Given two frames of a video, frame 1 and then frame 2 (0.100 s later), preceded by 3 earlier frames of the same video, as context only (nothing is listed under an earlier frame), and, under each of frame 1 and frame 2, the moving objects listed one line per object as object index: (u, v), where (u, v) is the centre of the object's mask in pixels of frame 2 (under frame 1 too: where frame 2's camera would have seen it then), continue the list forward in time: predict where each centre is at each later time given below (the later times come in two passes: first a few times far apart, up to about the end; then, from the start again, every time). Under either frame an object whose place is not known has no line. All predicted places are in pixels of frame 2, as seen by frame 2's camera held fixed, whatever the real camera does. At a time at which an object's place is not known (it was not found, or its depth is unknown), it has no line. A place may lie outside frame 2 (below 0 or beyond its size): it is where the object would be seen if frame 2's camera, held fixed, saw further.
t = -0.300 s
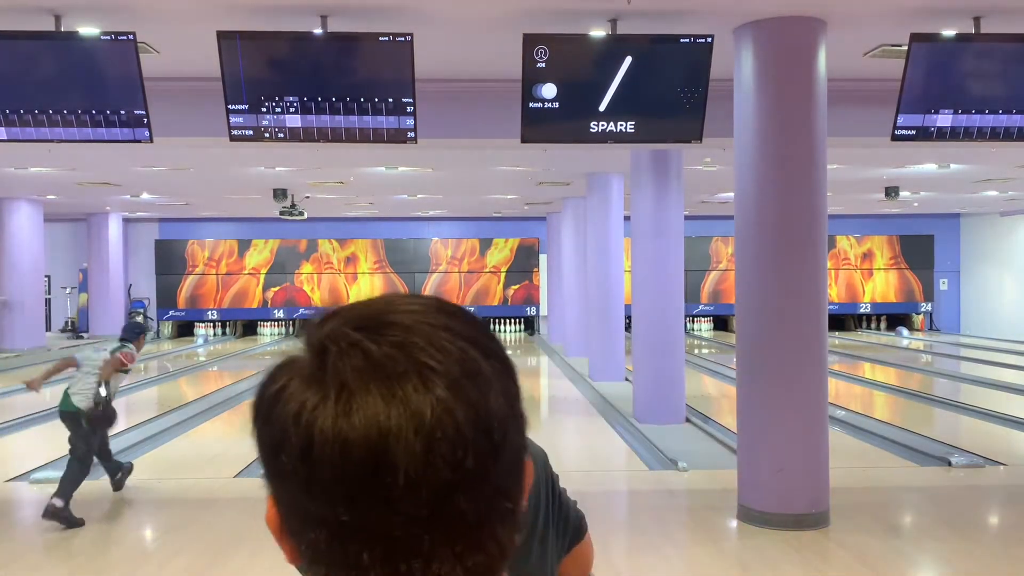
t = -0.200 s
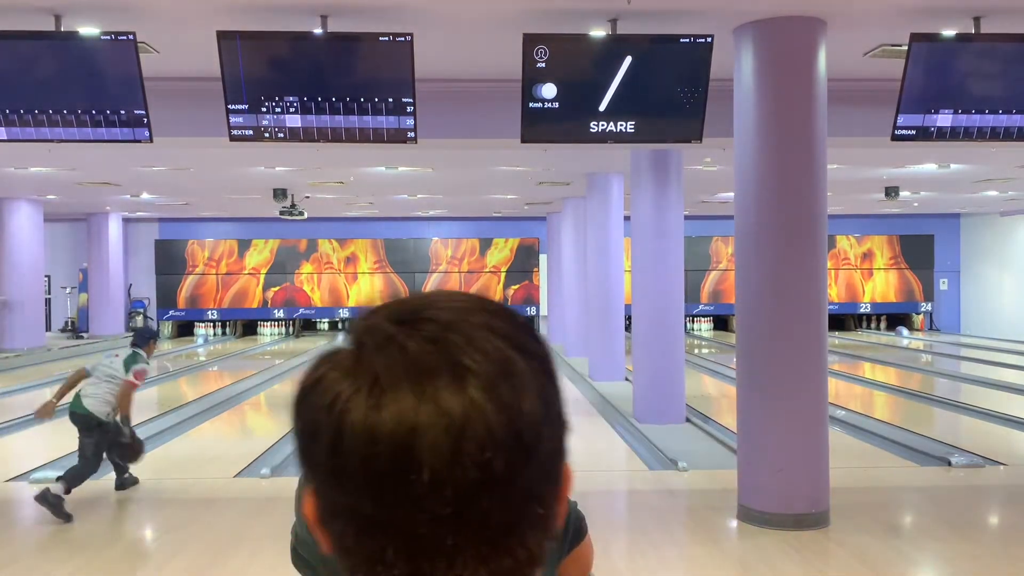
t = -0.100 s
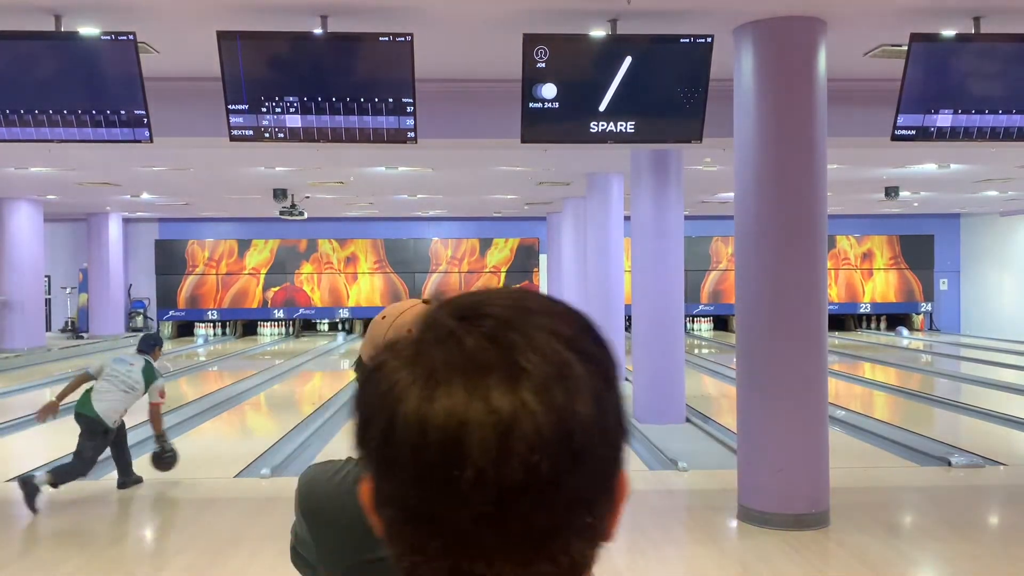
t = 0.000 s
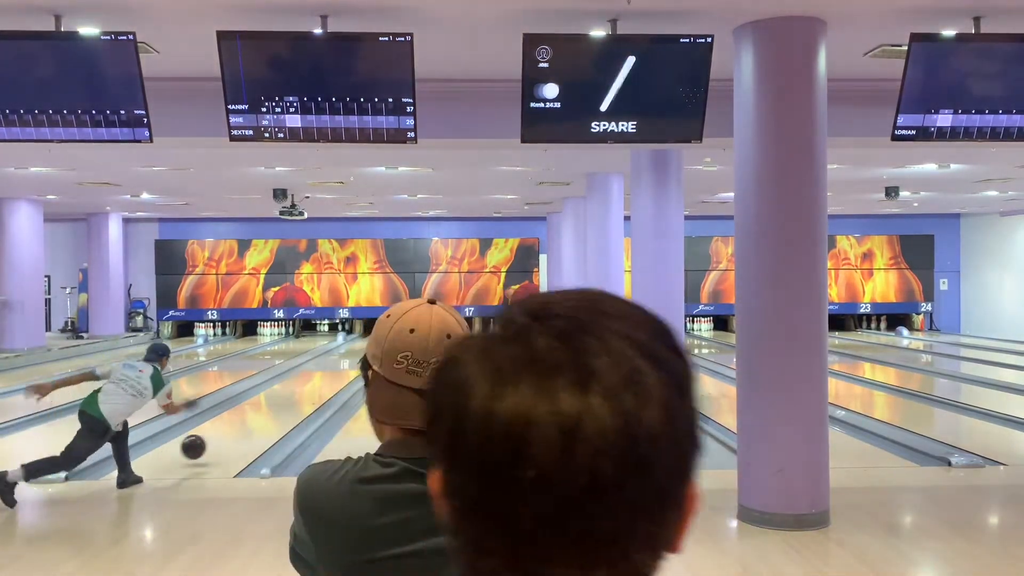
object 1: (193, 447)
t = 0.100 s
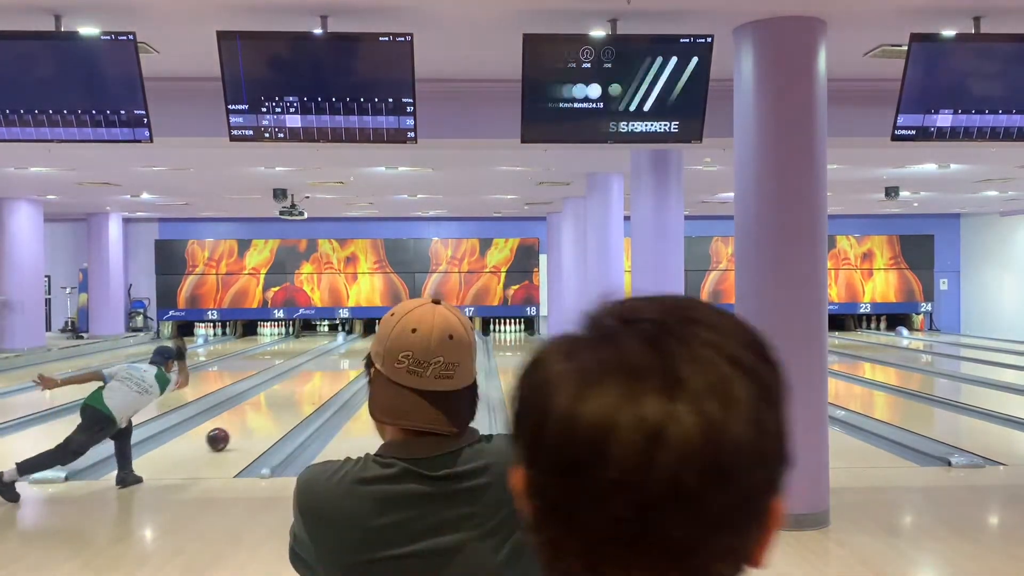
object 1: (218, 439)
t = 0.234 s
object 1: (245, 424)
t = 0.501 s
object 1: (286, 400)
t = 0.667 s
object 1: (306, 390)
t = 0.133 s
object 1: (225, 435)
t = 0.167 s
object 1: (232, 431)
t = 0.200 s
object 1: (238, 427)
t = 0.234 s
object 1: (245, 424)
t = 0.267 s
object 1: (251, 420)
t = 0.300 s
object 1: (257, 417)
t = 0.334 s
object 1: (262, 414)
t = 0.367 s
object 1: (268, 411)
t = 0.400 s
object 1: (273, 408)
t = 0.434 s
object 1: (277, 405)
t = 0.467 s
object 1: (282, 402)
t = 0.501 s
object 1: (286, 400)
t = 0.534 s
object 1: (290, 398)
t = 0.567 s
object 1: (294, 396)
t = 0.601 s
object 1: (298, 394)
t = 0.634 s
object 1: (302, 392)
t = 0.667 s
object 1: (306, 390)
